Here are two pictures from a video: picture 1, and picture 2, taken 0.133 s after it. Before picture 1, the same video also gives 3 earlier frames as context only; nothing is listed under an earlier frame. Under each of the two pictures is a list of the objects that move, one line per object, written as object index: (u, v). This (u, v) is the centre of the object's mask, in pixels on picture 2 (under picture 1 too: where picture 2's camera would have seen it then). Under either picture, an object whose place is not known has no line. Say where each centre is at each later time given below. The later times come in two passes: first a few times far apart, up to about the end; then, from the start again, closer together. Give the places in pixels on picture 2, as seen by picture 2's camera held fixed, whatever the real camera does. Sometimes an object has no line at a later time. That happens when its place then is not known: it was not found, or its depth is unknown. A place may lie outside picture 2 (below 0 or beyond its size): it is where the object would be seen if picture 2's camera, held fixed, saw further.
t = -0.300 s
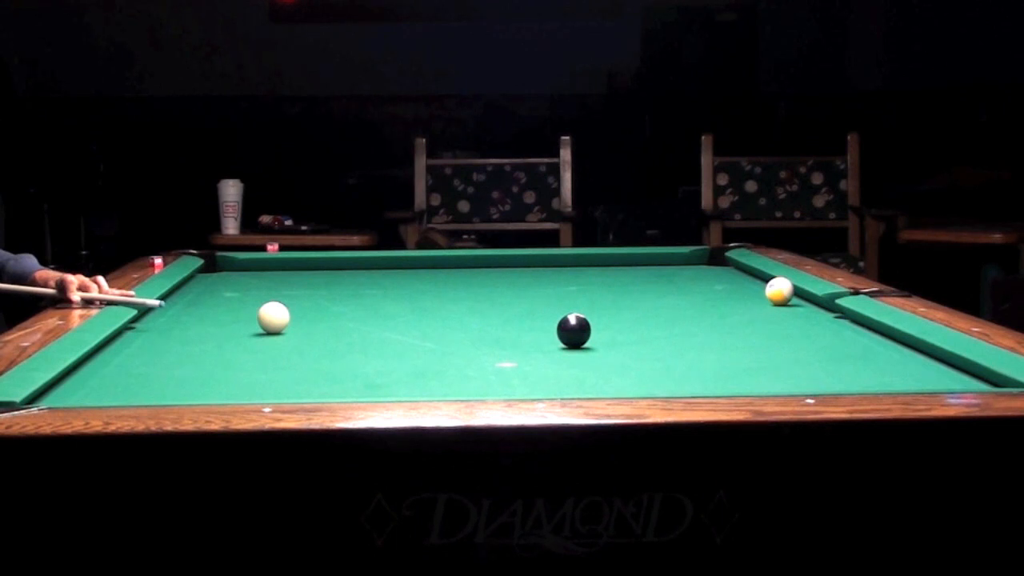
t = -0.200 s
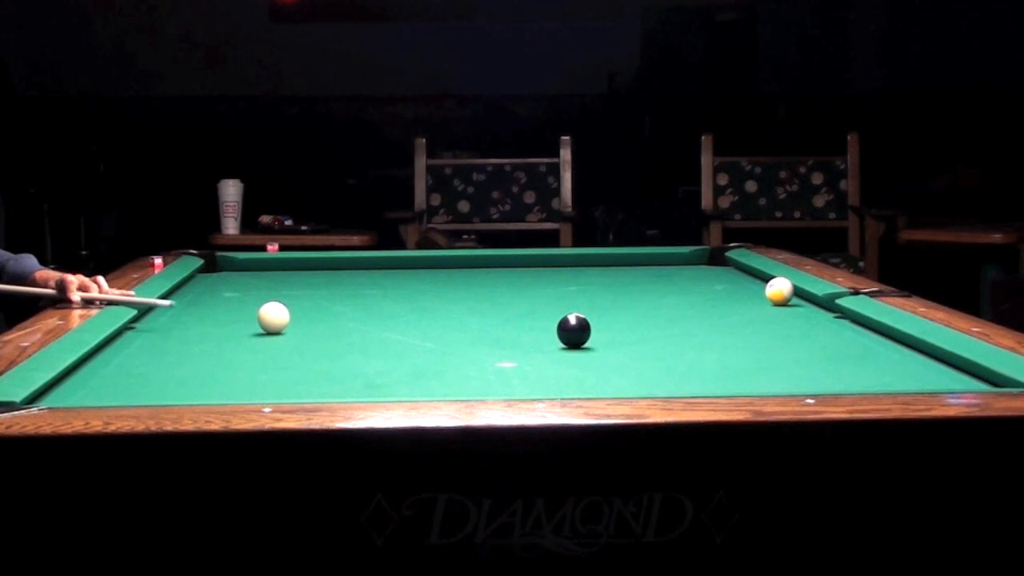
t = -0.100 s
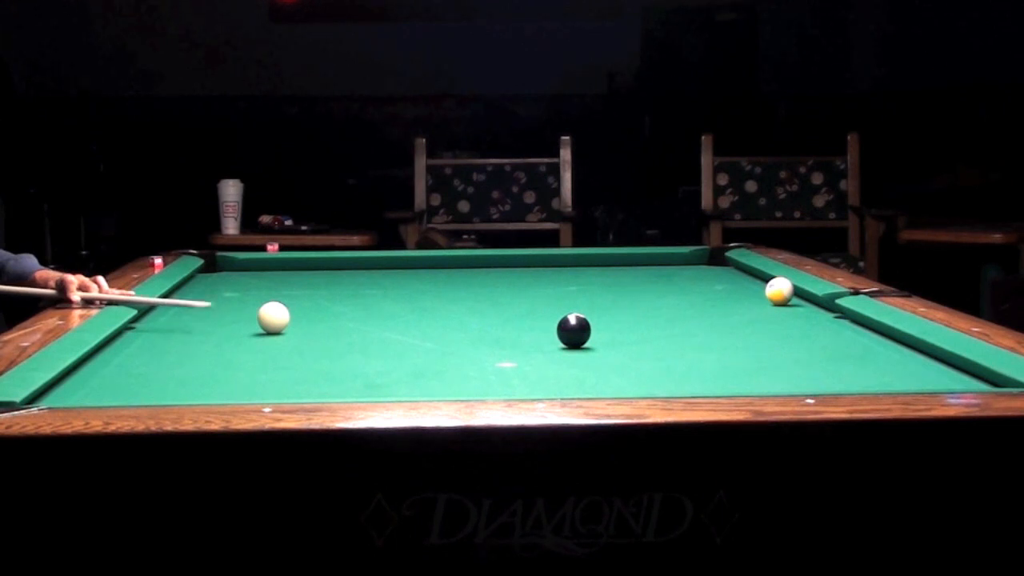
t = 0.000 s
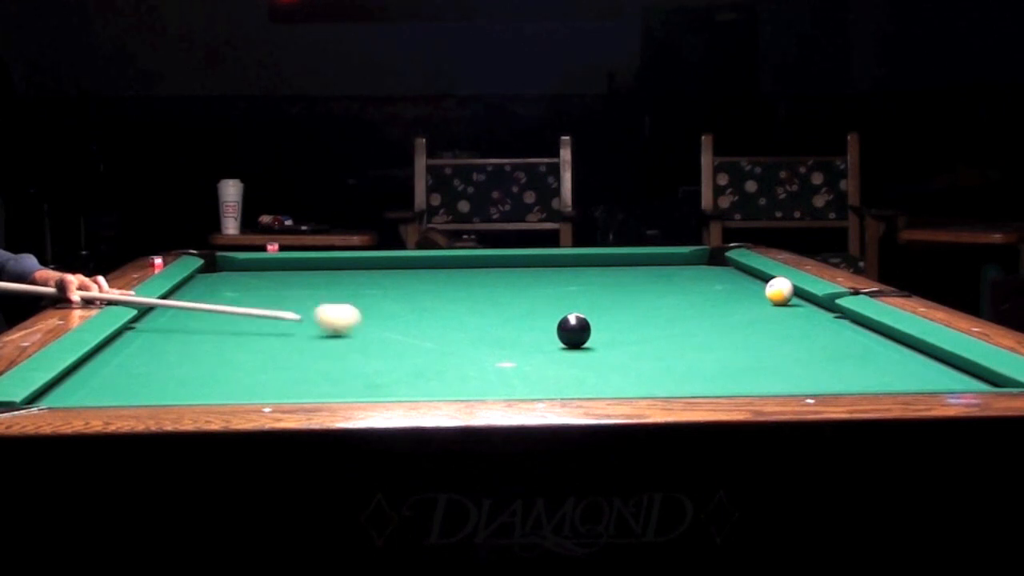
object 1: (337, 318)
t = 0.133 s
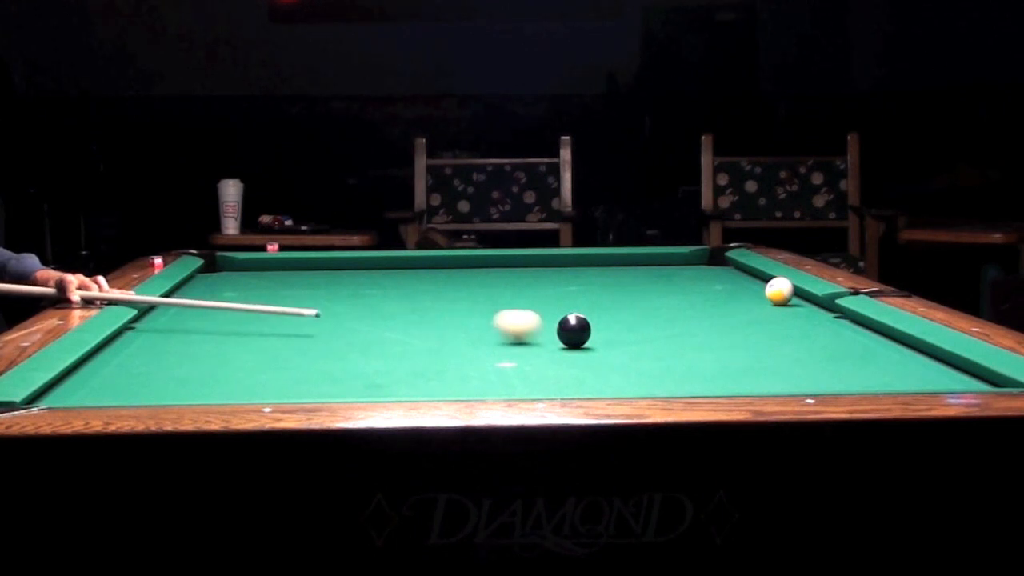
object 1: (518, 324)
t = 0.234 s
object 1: (599, 322)
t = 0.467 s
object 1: (770, 316)
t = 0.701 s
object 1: (771, 311)
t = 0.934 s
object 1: (669, 308)
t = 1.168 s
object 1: (573, 305)
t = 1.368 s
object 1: (496, 302)
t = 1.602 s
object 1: (412, 299)
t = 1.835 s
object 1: (332, 296)
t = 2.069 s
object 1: (258, 294)
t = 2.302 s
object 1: (189, 292)
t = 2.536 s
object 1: (219, 289)
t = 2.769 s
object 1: (257, 287)
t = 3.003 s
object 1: (293, 285)
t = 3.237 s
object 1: (327, 284)
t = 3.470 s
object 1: (358, 282)
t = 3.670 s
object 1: (384, 281)
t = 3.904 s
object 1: (410, 279)
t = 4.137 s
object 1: (435, 278)
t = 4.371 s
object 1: (458, 277)
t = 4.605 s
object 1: (479, 276)
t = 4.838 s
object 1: (498, 274)
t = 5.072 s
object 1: (515, 273)
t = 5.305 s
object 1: (530, 273)
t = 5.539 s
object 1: (543, 272)
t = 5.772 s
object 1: (555, 272)
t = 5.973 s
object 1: (563, 271)
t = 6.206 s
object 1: (572, 271)
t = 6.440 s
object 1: (578, 270)
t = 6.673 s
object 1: (583, 270)
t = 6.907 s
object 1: (587, 270)
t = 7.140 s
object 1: (589, 270)
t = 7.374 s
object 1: (589, 270)
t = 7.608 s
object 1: (589, 270)
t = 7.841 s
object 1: (589, 270)
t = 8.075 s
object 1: (589, 270)
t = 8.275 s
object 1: (589, 270)
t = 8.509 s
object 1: (589, 270)
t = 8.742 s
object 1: (589, 270)
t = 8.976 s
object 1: (589, 270)
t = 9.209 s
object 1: (589, 270)
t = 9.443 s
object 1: (589, 270)
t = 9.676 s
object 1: (589, 270)
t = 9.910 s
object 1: (589, 270)
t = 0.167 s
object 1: (554, 325)
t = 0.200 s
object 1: (577, 323)
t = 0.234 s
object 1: (599, 322)
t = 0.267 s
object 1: (623, 321)
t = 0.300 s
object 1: (646, 320)
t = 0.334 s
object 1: (670, 318)
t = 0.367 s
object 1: (695, 318)
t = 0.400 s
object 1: (720, 317)
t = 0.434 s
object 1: (746, 316)
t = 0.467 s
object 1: (770, 316)
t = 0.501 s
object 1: (795, 315)
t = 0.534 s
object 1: (820, 314)
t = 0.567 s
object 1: (840, 314)
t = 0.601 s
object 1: (822, 313)
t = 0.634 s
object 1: (803, 313)
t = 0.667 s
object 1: (787, 312)
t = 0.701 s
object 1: (771, 311)
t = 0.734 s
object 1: (756, 311)
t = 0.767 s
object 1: (742, 310)
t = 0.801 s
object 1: (727, 310)
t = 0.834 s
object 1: (712, 309)
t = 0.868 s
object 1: (697, 309)
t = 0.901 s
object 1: (683, 308)
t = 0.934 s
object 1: (669, 308)
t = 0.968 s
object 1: (655, 307)
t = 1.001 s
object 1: (641, 307)
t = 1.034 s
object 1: (627, 306)
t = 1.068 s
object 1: (613, 306)
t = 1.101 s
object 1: (600, 305)
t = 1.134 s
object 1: (587, 305)
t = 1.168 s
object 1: (573, 305)
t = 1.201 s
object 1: (560, 304)
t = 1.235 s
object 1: (547, 304)
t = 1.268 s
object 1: (534, 303)
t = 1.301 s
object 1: (521, 303)
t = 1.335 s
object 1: (509, 302)
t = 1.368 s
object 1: (496, 302)
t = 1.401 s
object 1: (484, 302)
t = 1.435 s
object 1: (471, 301)
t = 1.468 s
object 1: (459, 301)
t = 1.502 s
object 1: (447, 300)
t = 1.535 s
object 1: (435, 300)
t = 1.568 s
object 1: (423, 300)
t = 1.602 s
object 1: (412, 299)
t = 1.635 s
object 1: (400, 299)
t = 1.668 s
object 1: (389, 298)
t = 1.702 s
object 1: (377, 298)
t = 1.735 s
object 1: (366, 298)
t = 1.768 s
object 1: (355, 297)
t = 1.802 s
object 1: (344, 297)
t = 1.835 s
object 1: (332, 296)
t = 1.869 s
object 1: (322, 296)
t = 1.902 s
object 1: (311, 296)
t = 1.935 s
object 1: (300, 295)
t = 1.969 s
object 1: (290, 295)
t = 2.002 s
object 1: (279, 295)
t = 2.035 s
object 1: (269, 294)
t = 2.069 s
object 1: (258, 294)
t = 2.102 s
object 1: (248, 293)
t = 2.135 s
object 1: (238, 293)
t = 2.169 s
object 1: (228, 293)
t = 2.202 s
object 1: (218, 292)
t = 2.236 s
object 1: (208, 292)
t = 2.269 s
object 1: (199, 292)
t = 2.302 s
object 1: (189, 292)
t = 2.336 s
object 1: (182, 291)
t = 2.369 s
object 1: (189, 291)
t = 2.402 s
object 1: (195, 290)
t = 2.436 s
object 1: (201, 290)
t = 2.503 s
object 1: (212, 289)
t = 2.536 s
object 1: (219, 289)
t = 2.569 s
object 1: (224, 289)
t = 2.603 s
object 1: (230, 288)
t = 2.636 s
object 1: (235, 288)
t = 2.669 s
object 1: (241, 288)
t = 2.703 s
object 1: (246, 288)
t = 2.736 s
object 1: (252, 287)
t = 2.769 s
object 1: (257, 287)
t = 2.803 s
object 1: (263, 287)
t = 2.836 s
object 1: (268, 286)
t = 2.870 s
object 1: (273, 286)
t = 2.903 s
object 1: (278, 286)
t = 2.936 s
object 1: (283, 286)
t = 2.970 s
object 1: (288, 285)
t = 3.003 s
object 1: (293, 285)
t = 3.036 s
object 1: (298, 285)
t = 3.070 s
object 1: (303, 285)
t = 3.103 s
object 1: (308, 284)
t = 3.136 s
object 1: (313, 284)
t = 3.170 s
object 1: (318, 284)
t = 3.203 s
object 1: (322, 284)
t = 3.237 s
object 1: (327, 284)
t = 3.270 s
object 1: (332, 283)
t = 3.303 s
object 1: (336, 283)
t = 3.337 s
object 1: (341, 283)
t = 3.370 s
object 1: (345, 283)
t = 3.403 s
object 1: (349, 282)
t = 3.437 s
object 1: (354, 282)
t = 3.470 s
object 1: (358, 282)
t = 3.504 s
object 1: (362, 282)
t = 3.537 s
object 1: (367, 281)
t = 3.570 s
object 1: (371, 281)
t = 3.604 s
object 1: (375, 281)
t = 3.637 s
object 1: (379, 281)
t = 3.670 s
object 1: (384, 281)
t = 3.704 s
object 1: (387, 281)
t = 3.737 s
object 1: (391, 280)
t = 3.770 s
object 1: (395, 280)
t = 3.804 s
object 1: (399, 280)
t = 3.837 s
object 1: (403, 280)
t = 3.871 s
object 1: (407, 280)
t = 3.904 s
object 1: (410, 279)
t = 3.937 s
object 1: (414, 279)
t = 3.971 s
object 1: (417, 279)
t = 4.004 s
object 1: (421, 279)
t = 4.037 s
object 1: (425, 279)
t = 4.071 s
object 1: (428, 278)
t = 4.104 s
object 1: (432, 278)
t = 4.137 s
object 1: (435, 278)
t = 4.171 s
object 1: (438, 278)
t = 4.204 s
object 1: (442, 278)
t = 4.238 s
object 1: (445, 278)
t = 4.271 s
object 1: (449, 277)
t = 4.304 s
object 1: (452, 277)
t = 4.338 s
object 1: (455, 277)
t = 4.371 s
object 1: (458, 277)
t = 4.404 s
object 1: (461, 277)
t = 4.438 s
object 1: (464, 277)
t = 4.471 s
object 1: (467, 276)
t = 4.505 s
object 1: (470, 276)
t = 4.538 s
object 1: (473, 276)
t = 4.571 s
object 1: (476, 276)
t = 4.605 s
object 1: (479, 276)
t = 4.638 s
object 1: (481, 275)
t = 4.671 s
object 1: (484, 275)
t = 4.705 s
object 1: (487, 275)
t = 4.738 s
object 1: (490, 275)
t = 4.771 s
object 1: (492, 275)
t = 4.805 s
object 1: (495, 275)
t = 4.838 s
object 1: (498, 274)
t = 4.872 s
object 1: (500, 275)
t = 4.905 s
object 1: (502, 274)
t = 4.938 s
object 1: (505, 274)
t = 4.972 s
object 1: (507, 274)
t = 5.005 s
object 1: (510, 274)
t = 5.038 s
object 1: (513, 273)
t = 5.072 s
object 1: (515, 273)
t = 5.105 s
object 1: (517, 274)
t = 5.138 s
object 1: (519, 273)
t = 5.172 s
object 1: (521, 273)
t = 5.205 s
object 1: (523, 273)
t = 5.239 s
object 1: (525, 273)
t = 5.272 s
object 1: (527, 273)
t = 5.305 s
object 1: (530, 273)
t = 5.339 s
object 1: (532, 273)
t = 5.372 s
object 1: (533, 273)
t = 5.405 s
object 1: (535, 273)
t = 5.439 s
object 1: (537, 273)
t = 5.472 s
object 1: (539, 272)
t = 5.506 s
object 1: (541, 272)
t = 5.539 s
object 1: (543, 272)
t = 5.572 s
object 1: (545, 272)
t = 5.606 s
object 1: (546, 272)
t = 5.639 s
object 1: (548, 272)
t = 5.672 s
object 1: (550, 272)
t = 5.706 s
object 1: (551, 272)
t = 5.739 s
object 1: (553, 272)
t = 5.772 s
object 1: (555, 272)
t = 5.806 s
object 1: (556, 272)
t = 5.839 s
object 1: (558, 272)
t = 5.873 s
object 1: (559, 271)
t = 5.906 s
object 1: (561, 271)
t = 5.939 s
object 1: (562, 271)
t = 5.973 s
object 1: (563, 271)
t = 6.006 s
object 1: (565, 271)
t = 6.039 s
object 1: (566, 271)
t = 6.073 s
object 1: (567, 271)
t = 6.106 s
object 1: (568, 271)
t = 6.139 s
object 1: (569, 271)
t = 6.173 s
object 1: (571, 271)
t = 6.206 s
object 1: (572, 271)
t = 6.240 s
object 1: (573, 271)
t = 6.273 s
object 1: (574, 271)
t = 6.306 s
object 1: (575, 271)
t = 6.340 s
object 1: (576, 271)
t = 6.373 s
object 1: (577, 271)
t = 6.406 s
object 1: (577, 270)
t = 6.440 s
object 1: (578, 270)
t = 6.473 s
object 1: (579, 270)
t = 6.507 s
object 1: (580, 270)
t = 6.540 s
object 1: (581, 270)
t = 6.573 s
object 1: (582, 270)
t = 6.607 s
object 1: (582, 270)
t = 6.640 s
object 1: (583, 270)
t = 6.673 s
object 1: (583, 270)
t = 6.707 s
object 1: (584, 270)
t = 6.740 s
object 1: (585, 270)
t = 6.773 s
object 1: (585, 270)
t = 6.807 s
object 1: (586, 270)
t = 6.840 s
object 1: (586, 270)
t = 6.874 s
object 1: (586, 270)
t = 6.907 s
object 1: (587, 270)
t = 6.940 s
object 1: (587, 270)
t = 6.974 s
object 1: (587, 270)
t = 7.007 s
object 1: (588, 270)
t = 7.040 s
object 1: (588, 270)
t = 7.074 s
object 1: (588, 270)
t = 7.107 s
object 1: (588, 270)
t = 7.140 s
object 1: (589, 270)
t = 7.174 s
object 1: (589, 270)
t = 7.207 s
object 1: (589, 270)
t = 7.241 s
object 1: (589, 270)
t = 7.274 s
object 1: (589, 270)
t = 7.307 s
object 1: (589, 270)
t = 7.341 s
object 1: (589, 270)
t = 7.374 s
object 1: (589, 270)
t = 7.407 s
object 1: (589, 270)
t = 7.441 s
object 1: (589, 270)
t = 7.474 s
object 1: (589, 270)
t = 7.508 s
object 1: (589, 270)
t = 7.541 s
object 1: (589, 270)
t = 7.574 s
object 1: (589, 270)
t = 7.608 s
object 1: (589, 270)
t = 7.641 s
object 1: (589, 270)
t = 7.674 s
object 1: (589, 270)
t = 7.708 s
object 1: (589, 270)
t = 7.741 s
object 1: (589, 270)
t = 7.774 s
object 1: (589, 270)
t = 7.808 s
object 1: (589, 270)
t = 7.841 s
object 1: (589, 270)
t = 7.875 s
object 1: (589, 270)
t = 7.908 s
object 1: (589, 270)
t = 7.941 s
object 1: (589, 270)
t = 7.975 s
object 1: (589, 270)
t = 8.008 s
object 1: (589, 270)
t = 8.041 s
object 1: (589, 270)
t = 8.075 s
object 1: (589, 270)
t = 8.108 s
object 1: (589, 270)
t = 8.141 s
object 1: (589, 270)
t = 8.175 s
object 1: (589, 270)
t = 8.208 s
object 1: (589, 270)
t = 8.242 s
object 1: (589, 270)
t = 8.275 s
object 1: (589, 270)
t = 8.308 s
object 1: (589, 270)
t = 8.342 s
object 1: (589, 270)
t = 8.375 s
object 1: (589, 270)
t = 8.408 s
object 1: (589, 270)
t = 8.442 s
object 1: (589, 270)
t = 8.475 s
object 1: (589, 270)
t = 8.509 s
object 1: (589, 270)
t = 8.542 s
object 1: (589, 270)
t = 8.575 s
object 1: (589, 270)
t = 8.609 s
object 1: (589, 270)
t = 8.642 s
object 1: (589, 270)
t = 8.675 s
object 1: (589, 270)
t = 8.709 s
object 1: (589, 270)
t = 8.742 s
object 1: (589, 270)
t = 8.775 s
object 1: (589, 270)
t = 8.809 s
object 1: (589, 270)
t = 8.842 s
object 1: (589, 270)
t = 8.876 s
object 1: (589, 270)
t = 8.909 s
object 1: (589, 270)
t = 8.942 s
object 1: (589, 270)
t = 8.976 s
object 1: (589, 270)
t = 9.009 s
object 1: (589, 270)
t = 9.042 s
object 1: (589, 270)
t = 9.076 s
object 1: (589, 270)
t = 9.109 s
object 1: (589, 270)
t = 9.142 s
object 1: (589, 270)
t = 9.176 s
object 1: (589, 270)
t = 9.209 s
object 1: (589, 270)
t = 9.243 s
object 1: (589, 270)
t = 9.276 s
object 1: (589, 270)
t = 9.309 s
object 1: (589, 270)
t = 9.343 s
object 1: (589, 270)
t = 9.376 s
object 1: (589, 270)
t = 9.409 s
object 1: (589, 270)
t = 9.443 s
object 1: (589, 270)
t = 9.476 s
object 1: (589, 270)
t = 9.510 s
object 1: (589, 270)
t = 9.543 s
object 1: (589, 270)
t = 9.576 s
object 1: (589, 270)
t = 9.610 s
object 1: (589, 270)
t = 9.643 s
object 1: (589, 270)
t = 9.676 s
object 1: (589, 270)
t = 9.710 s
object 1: (589, 270)
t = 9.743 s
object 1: (589, 270)
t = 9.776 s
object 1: (589, 270)
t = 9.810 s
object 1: (589, 270)
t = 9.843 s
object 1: (589, 270)
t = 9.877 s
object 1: (589, 270)
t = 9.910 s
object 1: (589, 270)
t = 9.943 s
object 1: (589, 270)
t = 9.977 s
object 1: (589, 270)
